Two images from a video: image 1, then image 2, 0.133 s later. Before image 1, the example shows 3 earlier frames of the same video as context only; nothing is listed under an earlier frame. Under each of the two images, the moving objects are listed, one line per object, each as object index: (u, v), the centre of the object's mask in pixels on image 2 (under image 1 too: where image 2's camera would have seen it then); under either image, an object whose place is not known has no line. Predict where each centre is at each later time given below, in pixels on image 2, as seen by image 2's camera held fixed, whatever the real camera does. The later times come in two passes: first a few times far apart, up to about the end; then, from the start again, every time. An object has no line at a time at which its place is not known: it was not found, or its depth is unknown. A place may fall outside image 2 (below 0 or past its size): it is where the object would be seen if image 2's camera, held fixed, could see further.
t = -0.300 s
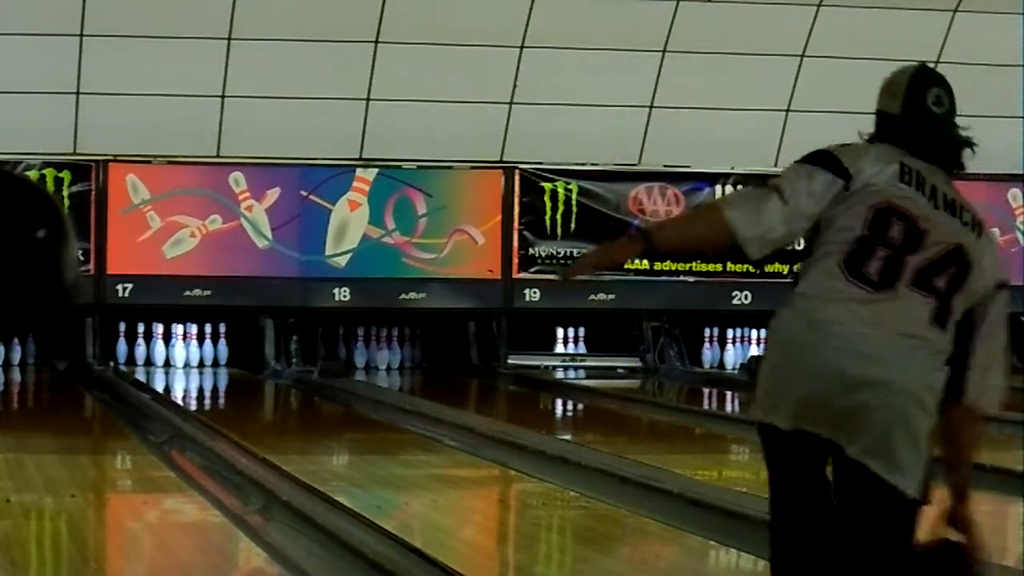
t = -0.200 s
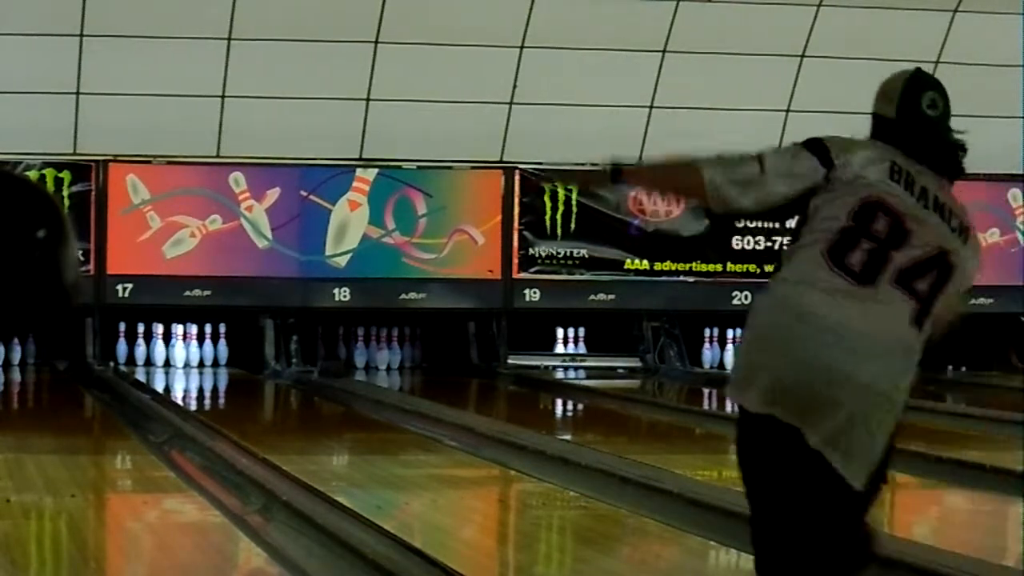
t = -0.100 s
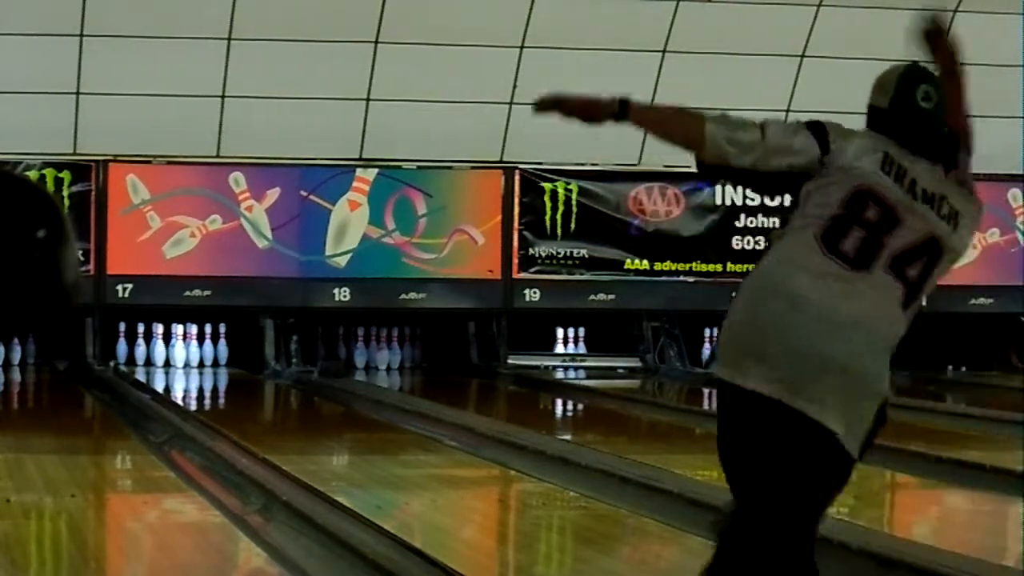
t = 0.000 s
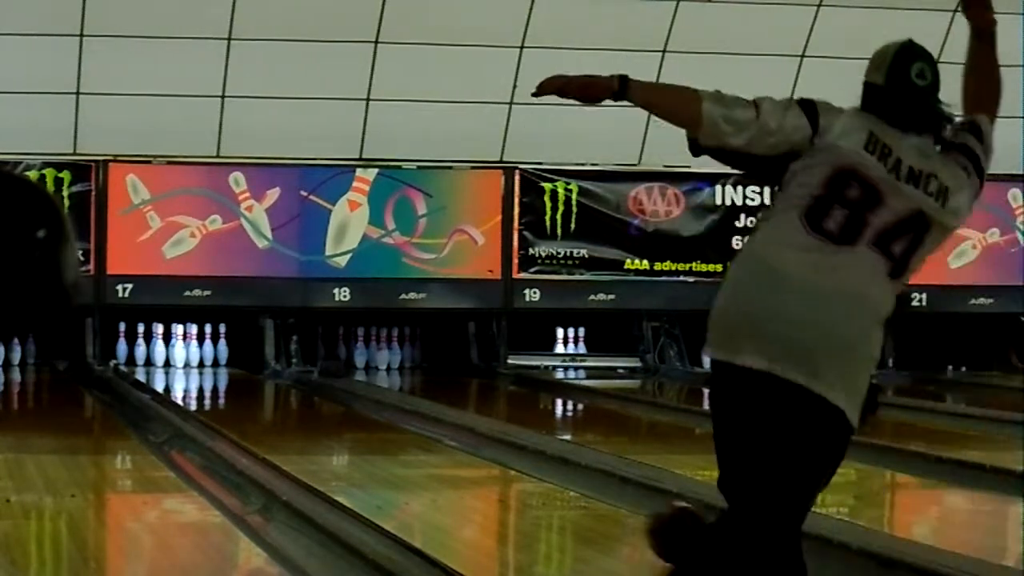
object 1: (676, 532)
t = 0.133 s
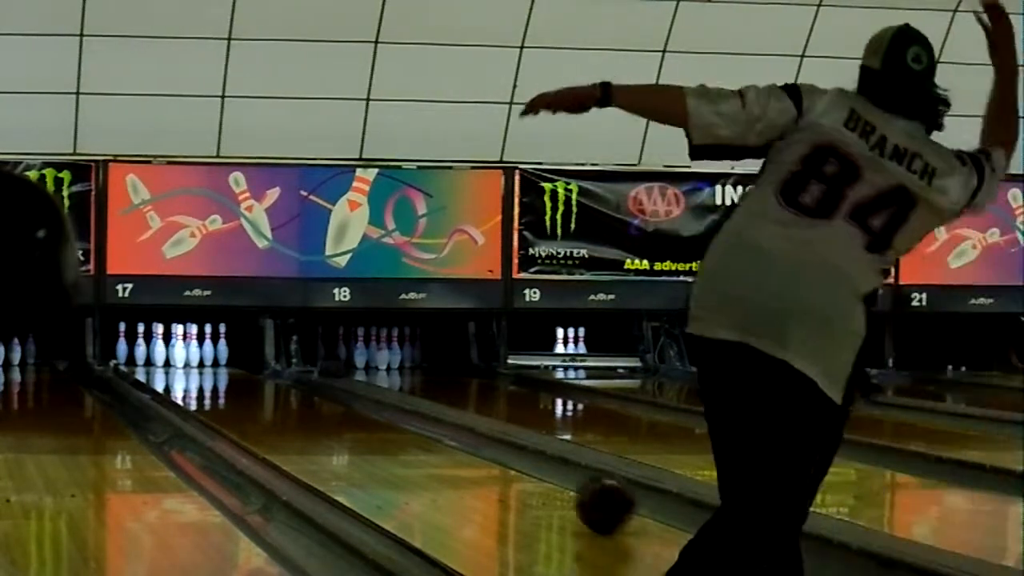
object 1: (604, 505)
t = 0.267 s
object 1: (545, 483)
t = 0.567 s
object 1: (441, 443)
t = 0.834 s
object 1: (375, 417)
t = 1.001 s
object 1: (341, 406)
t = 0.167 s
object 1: (587, 498)
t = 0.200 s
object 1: (573, 490)
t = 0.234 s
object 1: (558, 486)
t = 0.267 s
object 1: (545, 483)
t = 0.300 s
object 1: (531, 476)
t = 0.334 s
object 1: (517, 474)
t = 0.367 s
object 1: (505, 467)
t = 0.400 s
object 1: (492, 462)
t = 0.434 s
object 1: (482, 456)
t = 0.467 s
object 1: (470, 453)
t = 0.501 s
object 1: (461, 450)
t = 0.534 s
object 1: (451, 448)
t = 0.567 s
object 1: (441, 443)
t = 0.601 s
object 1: (431, 438)
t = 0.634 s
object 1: (421, 435)
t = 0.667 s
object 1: (414, 432)
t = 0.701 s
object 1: (405, 428)
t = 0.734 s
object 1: (397, 425)
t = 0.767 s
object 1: (389, 423)
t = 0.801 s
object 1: (382, 422)
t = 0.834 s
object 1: (375, 417)
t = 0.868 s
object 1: (365, 415)
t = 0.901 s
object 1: (359, 411)
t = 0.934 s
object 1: (353, 408)
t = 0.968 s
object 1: (348, 407)
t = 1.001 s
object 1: (341, 406)
